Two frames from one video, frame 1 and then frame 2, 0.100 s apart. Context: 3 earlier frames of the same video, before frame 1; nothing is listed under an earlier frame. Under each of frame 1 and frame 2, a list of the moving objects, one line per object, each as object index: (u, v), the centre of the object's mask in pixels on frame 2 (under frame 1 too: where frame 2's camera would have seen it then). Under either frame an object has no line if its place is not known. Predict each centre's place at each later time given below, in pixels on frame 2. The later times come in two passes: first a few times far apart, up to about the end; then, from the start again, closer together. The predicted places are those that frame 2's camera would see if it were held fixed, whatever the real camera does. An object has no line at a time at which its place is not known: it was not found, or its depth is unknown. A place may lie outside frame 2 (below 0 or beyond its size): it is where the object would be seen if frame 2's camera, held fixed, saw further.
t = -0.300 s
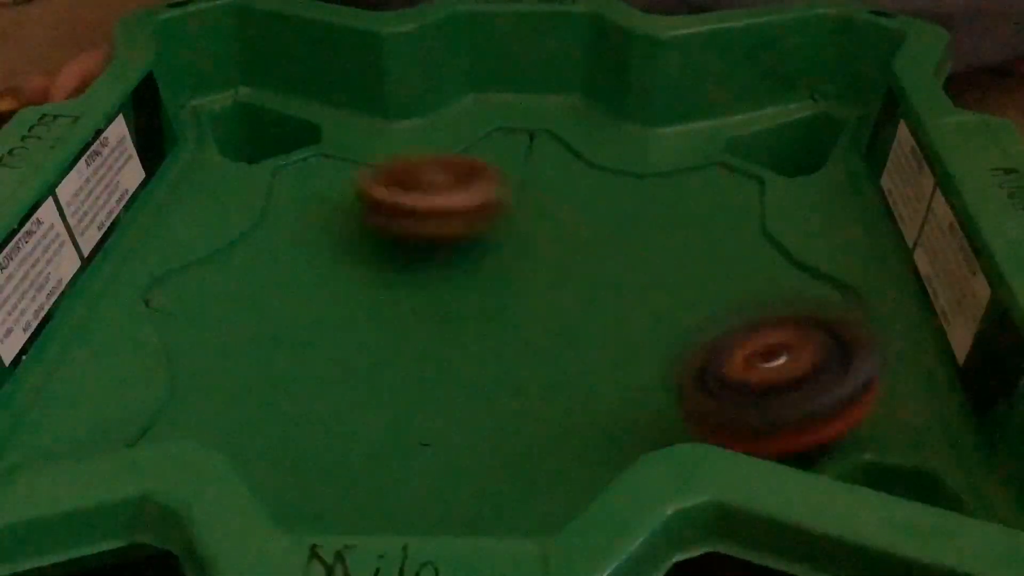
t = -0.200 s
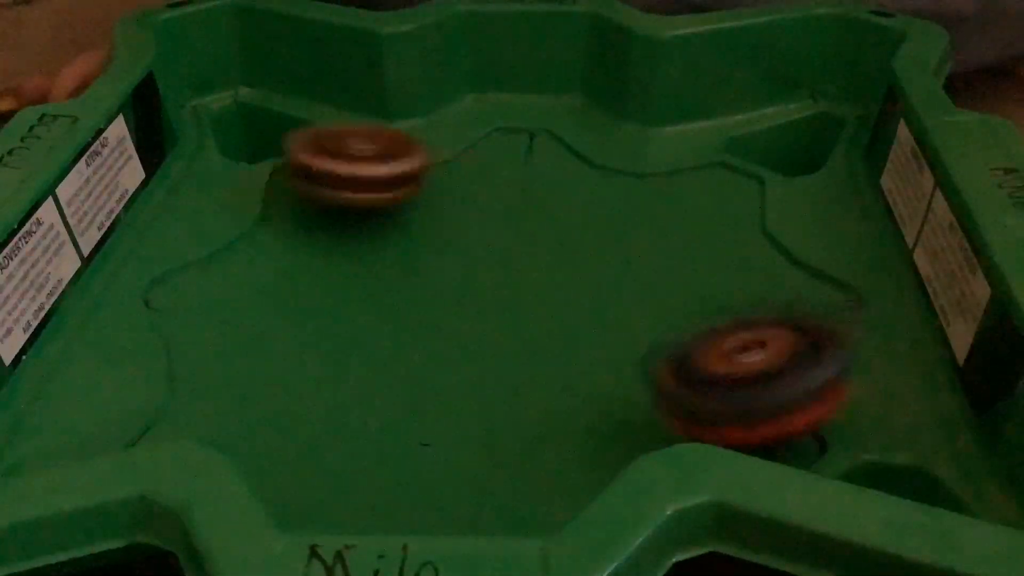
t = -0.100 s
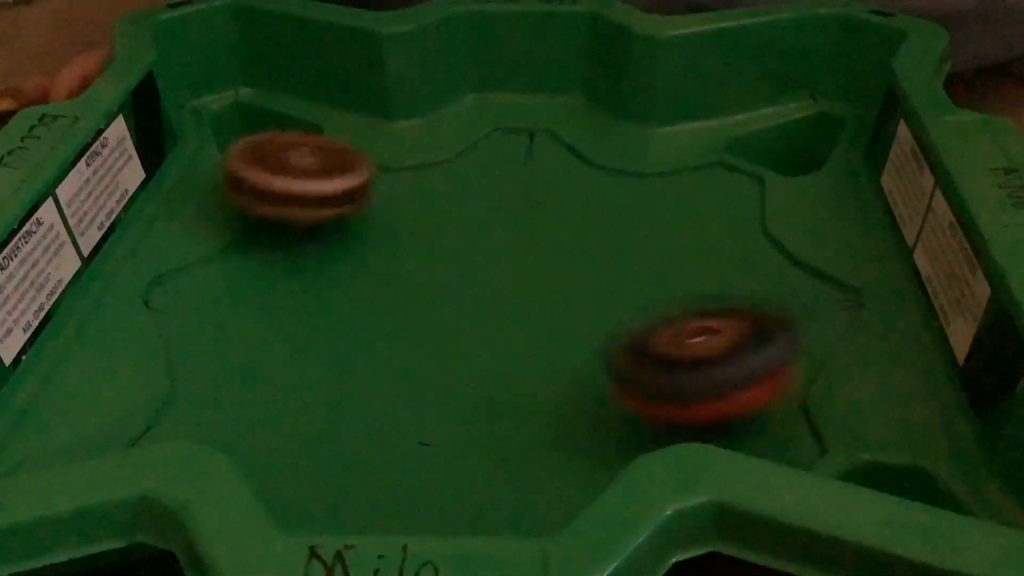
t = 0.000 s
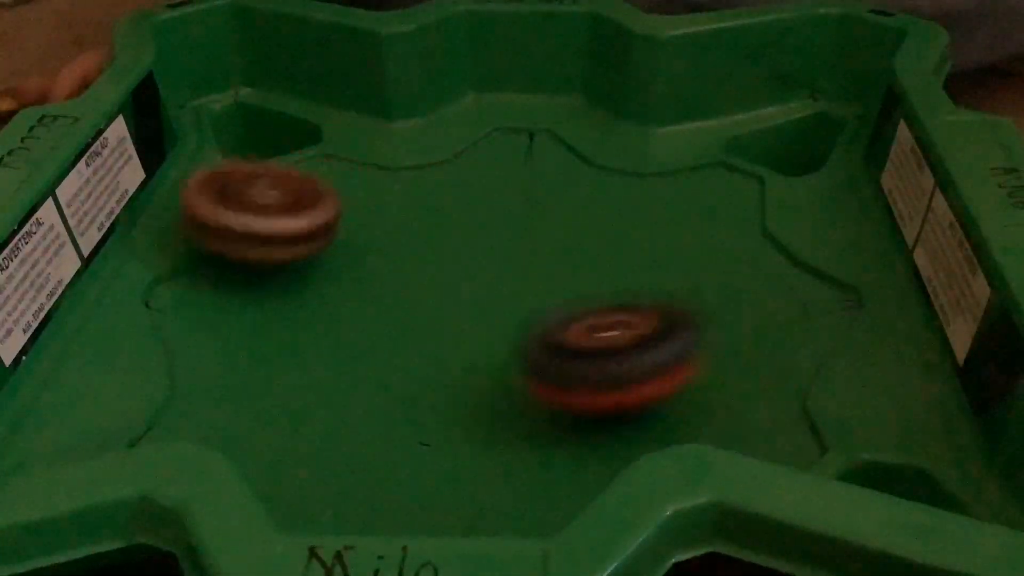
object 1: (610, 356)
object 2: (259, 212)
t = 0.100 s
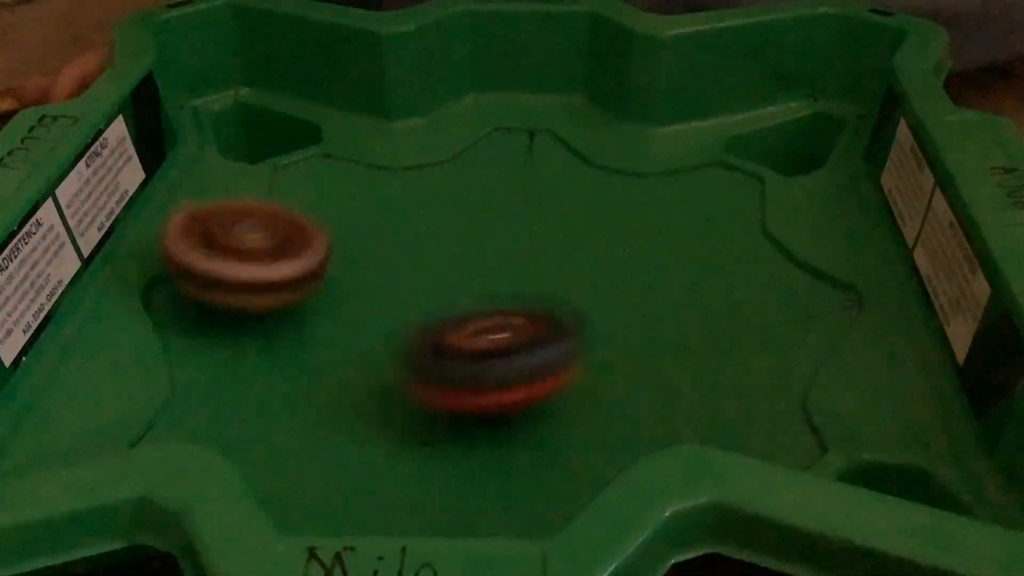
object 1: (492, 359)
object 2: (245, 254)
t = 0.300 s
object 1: (302, 414)
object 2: (240, 282)
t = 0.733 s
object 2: (399, 235)
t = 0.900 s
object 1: (487, 380)
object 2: (452, 249)
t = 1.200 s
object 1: (395, 363)
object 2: (546, 219)
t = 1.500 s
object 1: (401, 342)
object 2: (550, 249)
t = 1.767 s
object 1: (366, 308)
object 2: (622, 286)
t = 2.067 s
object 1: (400, 310)
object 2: (634, 317)
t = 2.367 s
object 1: (415, 248)
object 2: (578, 365)
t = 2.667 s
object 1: (396, 276)
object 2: (472, 376)
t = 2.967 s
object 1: (487, 237)
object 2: (363, 375)
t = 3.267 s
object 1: (529, 237)
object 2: (318, 330)
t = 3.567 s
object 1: (567, 297)
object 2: (364, 292)
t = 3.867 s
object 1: (581, 330)
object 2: (438, 267)
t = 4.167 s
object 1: (516, 361)
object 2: (531, 244)
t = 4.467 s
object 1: (452, 381)
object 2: (613, 259)
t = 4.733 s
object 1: (400, 338)
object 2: (592, 286)
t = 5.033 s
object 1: (381, 287)
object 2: (556, 320)
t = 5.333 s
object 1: (384, 217)
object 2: (503, 370)
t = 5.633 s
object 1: (411, 220)
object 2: (378, 362)
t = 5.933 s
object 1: (559, 286)
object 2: (311, 317)
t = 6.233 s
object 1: (649, 332)
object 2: (333, 273)
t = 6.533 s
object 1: (560, 350)
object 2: (427, 254)
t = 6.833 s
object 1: (393, 384)
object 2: (541, 246)
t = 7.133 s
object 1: (317, 360)
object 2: (622, 268)
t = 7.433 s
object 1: (374, 297)
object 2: (629, 310)
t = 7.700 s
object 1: (465, 255)
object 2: (557, 347)
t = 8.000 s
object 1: (578, 250)
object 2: (436, 350)
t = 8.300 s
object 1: (604, 289)
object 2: (349, 316)
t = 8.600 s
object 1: (545, 337)
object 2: (345, 276)
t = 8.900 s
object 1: (434, 359)
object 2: (408, 241)
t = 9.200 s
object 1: (380, 329)
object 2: (504, 243)
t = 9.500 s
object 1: (403, 296)
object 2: (595, 273)
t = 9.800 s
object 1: (466, 276)
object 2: (622, 320)
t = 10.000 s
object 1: (480, 272)
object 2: (582, 350)
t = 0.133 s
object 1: (452, 362)
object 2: (243, 267)
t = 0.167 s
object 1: (414, 366)
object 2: (246, 278)
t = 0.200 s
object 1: (379, 371)
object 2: (246, 286)
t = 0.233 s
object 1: (353, 387)
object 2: (242, 283)
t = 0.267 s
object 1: (323, 401)
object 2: (239, 283)
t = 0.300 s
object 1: (302, 414)
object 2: (240, 282)
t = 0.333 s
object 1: (287, 425)
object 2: (241, 283)
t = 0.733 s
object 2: (399, 235)
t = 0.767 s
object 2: (411, 237)
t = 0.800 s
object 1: (457, 429)
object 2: (423, 239)
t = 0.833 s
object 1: (472, 416)
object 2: (433, 242)
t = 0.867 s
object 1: (483, 400)
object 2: (442, 246)
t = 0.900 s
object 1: (487, 380)
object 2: (452, 249)
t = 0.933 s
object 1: (485, 361)
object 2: (461, 249)
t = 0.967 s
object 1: (475, 352)
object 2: (474, 246)
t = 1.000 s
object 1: (463, 351)
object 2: (488, 236)
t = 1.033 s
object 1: (448, 354)
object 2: (502, 232)
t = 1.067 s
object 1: (433, 358)
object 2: (516, 228)
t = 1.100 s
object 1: (420, 360)
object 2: (526, 224)
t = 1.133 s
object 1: (409, 361)
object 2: (534, 222)
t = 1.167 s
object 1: (401, 363)
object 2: (542, 220)
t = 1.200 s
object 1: (395, 363)
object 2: (546, 219)
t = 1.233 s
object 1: (390, 364)
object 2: (548, 220)
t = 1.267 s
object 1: (387, 364)
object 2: (549, 221)
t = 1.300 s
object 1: (386, 362)
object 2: (549, 223)
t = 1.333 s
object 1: (385, 362)
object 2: (548, 226)
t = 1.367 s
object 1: (387, 361)
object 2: (548, 229)
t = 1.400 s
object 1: (392, 357)
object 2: (548, 234)
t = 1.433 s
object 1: (395, 354)
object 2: (548, 239)
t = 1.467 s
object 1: (396, 349)
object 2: (549, 244)
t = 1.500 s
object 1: (401, 342)
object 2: (550, 249)
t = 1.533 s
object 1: (408, 334)
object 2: (553, 256)
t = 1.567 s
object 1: (413, 328)
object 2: (557, 261)
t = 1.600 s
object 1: (412, 321)
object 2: (565, 267)
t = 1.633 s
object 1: (401, 318)
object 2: (578, 270)
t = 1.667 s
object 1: (389, 314)
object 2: (592, 275)
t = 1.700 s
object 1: (379, 310)
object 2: (604, 279)
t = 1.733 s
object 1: (372, 308)
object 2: (613, 282)
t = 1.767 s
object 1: (366, 308)
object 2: (622, 286)
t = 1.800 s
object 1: (358, 305)
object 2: (631, 289)
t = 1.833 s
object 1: (355, 307)
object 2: (637, 292)
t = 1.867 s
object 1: (353, 308)
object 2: (641, 295)
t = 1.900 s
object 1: (354, 307)
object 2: (643, 298)
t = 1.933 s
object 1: (359, 310)
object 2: (644, 302)
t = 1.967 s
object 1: (364, 311)
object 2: (644, 304)
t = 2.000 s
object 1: (373, 313)
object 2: (641, 308)
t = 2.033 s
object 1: (387, 313)
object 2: (639, 312)
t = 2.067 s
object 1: (400, 310)
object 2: (634, 317)
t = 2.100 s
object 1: (414, 308)
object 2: (629, 320)
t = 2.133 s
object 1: (429, 306)
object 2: (621, 324)
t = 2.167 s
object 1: (442, 301)
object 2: (615, 327)
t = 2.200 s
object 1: (451, 293)
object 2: (615, 333)
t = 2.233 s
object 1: (448, 281)
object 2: (614, 341)
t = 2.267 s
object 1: (441, 271)
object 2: (607, 349)
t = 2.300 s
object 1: (433, 262)
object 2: (598, 355)
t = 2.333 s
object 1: (426, 255)
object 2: (590, 360)
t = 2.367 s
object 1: (415, 248)
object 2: (578, 365)
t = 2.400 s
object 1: (405, 244)
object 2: (568, 367)
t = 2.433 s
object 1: (396, 241)
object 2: (557, 371)
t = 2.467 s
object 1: (391, 241)
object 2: (547, 372)
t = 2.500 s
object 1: (384, 242)
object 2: (536, 374)
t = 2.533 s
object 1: (379, 247)
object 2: (525, 375)
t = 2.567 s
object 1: (379, 254)
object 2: (511, 376)
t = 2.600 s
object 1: (381, 260)
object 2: (498, 376)
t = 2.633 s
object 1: (387, 270)
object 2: (485, 376)
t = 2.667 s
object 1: (396, 276)
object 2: (472, 376)
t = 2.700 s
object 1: (409, 280)
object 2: (460, 376)
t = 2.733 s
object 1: (423, 278)
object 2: (447, 383)
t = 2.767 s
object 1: (434, 272)
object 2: (434, 387)
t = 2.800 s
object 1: (447, 266)
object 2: (421, 389)
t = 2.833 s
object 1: (457, 257)
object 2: (410, 387)
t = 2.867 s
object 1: (463, 253)
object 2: (398, 385)
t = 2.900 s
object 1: (474, 246)
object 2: (384, 382)
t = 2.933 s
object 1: (481, 241)
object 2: (373, 379)
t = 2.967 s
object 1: (487, 237)
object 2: (363, 375)
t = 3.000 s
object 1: (495, 233)
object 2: (353, 370)
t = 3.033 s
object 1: (503, 231)
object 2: (344, 365)
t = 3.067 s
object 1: (506, 231)
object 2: (336, 360)
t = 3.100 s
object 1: (511, 230)
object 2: (329, 355)
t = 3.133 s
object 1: (516, 230)
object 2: (324, 349)
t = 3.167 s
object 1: (518, 229)
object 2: (321, 344)
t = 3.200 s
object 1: (521, 234)
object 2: (318, 339)
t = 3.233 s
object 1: (527, 234)
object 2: (318, 334)
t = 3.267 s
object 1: (529, 237)
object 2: (318, 330)
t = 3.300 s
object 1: (535, 243)
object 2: (321, 324)
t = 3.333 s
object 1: (539, 252)
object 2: (324, 320)
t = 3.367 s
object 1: (541, 259)
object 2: (328, 315)
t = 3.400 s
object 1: (547, 266)
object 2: (332, 310)
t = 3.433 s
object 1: (551, 272)
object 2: (338, 306)
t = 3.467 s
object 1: (555, 279)
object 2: (343, 302)
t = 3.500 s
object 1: (560, 286)
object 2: (350, 298)
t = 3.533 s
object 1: (564, 291)
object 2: (357, 295)
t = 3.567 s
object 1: (567, 297)
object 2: (364, 292)
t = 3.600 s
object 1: (572, 303)
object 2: (374, 289)
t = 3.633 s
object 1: (576, 307)
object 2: (381, 285)
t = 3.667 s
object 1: (578, 312)
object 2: (390, 283)
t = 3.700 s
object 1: (582, 316)
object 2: (398, 281)
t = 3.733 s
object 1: (584, 320)
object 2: (406, 279)
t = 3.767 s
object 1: (584, 324)
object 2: (415, 276)
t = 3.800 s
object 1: (586, 326)
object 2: (423, 273)
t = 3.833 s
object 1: (583, 328)
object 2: (432, 271)
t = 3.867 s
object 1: (581, 330)
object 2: (438, 267)
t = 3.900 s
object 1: (576, 331)
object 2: (446, 264)
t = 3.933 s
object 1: (567, 334)
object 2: (454, 260)
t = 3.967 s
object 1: (564, 337)
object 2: (461, 256)
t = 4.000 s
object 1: (558, 340)
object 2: (471, 251)
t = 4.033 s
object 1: (550, 343)
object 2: (480, 249)
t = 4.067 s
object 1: (543, 345)
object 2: (491, 247)
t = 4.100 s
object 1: (532, 347)
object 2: (503, 245)
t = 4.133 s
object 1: (525, 353)
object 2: (516, 242)
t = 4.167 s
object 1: (516, 361)
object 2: (531, 244)
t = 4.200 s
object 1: (507, 369)
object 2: (545, 244)
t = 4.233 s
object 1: (502, 375)
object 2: (557, 246)
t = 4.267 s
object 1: (492, 379)
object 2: (569, 248)
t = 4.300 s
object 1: (486, 383)
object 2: (581, 250)
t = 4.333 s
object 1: (478, 387)
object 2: (591, 251)
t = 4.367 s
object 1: (470, 386)
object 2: (599, 252)
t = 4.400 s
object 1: (465, 385)
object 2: (606, 254)
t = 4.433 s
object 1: (456, 384)
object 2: (610, 256)
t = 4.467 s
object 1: (452, 381)
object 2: (613, 259)
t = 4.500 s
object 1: (447, 377)
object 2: (614, 261)
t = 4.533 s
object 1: (440, 375)
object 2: (613, 265)
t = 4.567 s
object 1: (434, 368)
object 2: (611, 269)
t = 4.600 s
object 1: (427, 364)
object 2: (609, 271)
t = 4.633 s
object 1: (420, 359)
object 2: (605, 276)
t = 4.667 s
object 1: (412, 353)
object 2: (601, 279)
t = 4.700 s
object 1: (407, 345)
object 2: (596, 282)
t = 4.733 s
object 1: (400, 338)
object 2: (592, 286)
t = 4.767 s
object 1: (395, 332)
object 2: (587, 289)
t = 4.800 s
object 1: (391, 325)
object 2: (583, 293)
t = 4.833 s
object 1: (389, 318)
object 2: (579, 297)
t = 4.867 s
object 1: (385, 312)
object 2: (575, 300)
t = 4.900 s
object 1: (382, 308)
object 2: (572, 304)
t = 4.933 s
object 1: (382, 300)
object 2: (569, 308)
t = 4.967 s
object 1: (379, 296)
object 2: (565, 313)
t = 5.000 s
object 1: (380, 291)
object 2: (561, 316)
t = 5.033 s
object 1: (381, 287)
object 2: (556, 320)
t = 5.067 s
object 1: (383, 283)
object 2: (552, 322)
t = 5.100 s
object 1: (387, 279)
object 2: (546, 325)
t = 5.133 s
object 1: (393, 278)
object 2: (539, 329)
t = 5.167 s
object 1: (399, 275)
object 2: (533, 331)
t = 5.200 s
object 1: (400, 260)
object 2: (536, 345)
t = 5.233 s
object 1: (394, 248)
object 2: (537, 357)
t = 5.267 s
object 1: (390, 235)
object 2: (530, 364)
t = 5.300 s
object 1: (385, 225)
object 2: (517, 368)
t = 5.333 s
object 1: (384, 217)
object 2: (503, 370)
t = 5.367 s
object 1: (382, 210)
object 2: (489, 371)
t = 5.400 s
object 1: (380, 203)
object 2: (474, 373)
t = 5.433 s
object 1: (378, 201)
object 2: (459, 373)
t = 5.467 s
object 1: (379, 199)
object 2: (445, 372)
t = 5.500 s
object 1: (379, 200)
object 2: (432, 371)
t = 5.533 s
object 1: (385, 202)
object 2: (418, 371)
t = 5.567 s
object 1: (390, 207)
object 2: (404, 367)
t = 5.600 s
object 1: (399, 213)
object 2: (391, 365)
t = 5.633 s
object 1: (411, 220)
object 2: (378, 362)
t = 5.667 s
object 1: (425, 228)
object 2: (365, 358)
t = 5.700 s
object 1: (441, 235)
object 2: (355, 354)
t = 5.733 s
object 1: (458, 245)
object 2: (347, 349)
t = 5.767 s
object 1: (478, 253)
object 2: (337, 344)
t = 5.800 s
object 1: (495, 261)
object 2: (330, 339)
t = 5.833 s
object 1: (511, 267)
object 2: (323, 335)
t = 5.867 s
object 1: (531, 275)
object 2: (317, 329)
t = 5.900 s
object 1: (544, 281)
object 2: (312, 323)
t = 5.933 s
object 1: (559, 286)
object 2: (311, 317)
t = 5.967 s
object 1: (575, 291)
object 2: (309, 312)
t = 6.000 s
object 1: (588, 299)
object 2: (309, 307)
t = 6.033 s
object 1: (600, 305)
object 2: (309, 301)
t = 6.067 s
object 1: (612, 310)
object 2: (310, 295)
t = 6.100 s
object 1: (621, 315)
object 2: (312, 290)
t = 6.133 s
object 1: (632, 321)
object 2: (315, 286)
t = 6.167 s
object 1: (639, 325)
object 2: (320, 281)
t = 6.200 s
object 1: (647, 330)
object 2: (326, 277)
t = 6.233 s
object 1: (649, 332)
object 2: (333, 273)
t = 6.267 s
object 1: (653, 336)
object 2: (342, 270)
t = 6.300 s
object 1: (652, 338)
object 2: (351, 267)
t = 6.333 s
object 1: (649, 341)
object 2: (360, 264)
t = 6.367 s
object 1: (641, 344)
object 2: (370, 262)
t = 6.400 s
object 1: (629, 345)
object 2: (381, 260)
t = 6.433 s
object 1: (617, 345)
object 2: (392, 259)
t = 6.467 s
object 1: (595, 348)
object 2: (403, 257)
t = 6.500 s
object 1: (578, 348)
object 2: (415, 256)
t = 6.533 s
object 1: (560, 350)
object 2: (427, 254)
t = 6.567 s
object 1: (539, 351)
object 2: (438, 254)
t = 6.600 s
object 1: (519, 351)
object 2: (451, 252)
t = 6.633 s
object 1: (498, 352)
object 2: (465, 249)
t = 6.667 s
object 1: (476, 359)
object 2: (479, 245)
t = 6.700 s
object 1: (454, 368)
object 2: (492, 244)
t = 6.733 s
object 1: (437, 372)
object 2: (505, 243)
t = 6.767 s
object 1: (424, 377)
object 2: (517, 244)
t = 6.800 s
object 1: (409, 381)
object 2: (530, 244)
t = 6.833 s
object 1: (393, 384)
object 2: (541, 246)
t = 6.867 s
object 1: (377, 385)
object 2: (552, 247)
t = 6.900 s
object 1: (364, 383)
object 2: (562, 248)
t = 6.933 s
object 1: (351, 383)
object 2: (572, 251)
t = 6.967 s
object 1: (338, 381)
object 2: (583, 252)
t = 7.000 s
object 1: (331, 379)
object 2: (593, 255)
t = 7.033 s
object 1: (325, 377)
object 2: (602, 258)
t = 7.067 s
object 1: (321, 371)
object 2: (609, 261)
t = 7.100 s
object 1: (317, 367)
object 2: (616, 265)
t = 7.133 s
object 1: (317, 360)
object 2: (622, 268)
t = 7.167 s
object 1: (316, 354)
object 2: (627, 272)
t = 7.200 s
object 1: (318, 348)
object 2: (632, 276)
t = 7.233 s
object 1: (325, 340)
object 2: (636, 281)
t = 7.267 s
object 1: (329, 333)
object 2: (637, 285)
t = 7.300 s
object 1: (339, 326)
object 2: (637, 290)
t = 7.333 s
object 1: (349, 318)
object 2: (637, 294)
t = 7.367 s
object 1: (354, 312)
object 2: (635, 299)
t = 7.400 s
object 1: (362, 304)
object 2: (633, 304)
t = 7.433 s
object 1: (374, 297)
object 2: (629, 310)
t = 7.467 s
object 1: (383, 291)
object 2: (624, 314)
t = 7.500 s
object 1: (393, 284)
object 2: (617, 320)
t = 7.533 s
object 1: (406, 279)
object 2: (610, 325)
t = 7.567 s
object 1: (417, 275)
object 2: (602, 330)
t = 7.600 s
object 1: (429, 268)
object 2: (593, 335)
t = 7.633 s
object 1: (443, 263)
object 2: (583, 338)
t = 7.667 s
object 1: (452, 259)
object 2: (570, 342)
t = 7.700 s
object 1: (465, 255)
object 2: (557, 347)
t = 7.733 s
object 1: (478, 251)
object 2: (545, 349)
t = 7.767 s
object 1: (493, 249)
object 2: (532, 351)
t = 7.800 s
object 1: (508, 248)
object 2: (518, 353)
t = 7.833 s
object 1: (520, 247)
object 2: (504, 354)
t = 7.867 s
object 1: (534, 245)
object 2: (491, 354)
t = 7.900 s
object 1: (547, 245)
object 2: (477, 354)
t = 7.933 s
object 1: (556, 249)
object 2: (463, 354)
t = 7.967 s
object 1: (568, 247)
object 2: (450, 352)
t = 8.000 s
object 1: (578, 250)
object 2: (436, 350)
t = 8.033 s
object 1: (587, 251)
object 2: (423, 349)
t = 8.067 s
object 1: (597, 253)
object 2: (409, 346)
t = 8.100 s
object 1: (602, 255)
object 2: (398, 343)
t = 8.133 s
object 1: (605, 258)
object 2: (388, 339)
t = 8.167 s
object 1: (606, 263)
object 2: (379, 335)
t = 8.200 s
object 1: (608, 268)
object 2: (370, 331)
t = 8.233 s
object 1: (606, 273)
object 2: (362, 326)
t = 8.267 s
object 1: (605, 282)
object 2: (355, 321)
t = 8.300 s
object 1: (604, 289)
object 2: (349, 316)
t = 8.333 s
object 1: (600, 298)
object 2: (345, 311)
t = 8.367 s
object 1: (598, 304)
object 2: (341, 306)
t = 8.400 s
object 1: (595, 310)
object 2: (339, 300)
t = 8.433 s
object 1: (587, 317)
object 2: (337, 296)
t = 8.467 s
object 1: (581, 322)
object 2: (338, 292)
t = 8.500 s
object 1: (577, 325)
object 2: (338, 287)
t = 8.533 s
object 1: (563, 332)
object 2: (338, 283)
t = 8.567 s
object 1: (553, 335)
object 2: (341, 279)
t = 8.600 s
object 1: (545, 337)
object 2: (345, 276)
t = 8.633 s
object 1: (530, 343)
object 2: (350, 272)
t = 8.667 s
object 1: (517, 344)
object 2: (356, 269)
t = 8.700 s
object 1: (506, 346)
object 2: (363, 266)
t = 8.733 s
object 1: (490, 348)
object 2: (370, 263)
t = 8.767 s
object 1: (477, 347)
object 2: (376, 260)
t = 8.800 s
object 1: (464, 352)
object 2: (384, 253)
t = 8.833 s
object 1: (452, 357)
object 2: (392, 247)
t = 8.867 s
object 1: (440, 358)
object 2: (400, 243)
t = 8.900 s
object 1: (434, 359)
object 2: (408, 241)
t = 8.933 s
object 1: (423, 358)
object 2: (418, 238)
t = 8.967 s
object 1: (410, 356)
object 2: (428, 235)
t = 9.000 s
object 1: (403, 356)
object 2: (437, 238)
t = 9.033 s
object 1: (398, 352)
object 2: (448, 237)
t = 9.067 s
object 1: (387, 347)
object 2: (460, 237)
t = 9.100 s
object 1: (385, 343)
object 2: (471, 238)
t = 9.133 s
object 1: (381, 342)
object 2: (482, 240)
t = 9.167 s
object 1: (380, 336)
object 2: (493, 241)
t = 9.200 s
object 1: (380, 329)
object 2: (504, 243)
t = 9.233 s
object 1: (379, 325)
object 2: (514, 245)
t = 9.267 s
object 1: (381, 321)
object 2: (524, 248)
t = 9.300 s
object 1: (385, 315)
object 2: (534, 250)
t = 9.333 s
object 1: (394, 310)
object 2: (543, 253)
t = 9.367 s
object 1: (394, 306)
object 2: (558, 257)
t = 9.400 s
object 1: (394, 304)
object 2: (570, 260)
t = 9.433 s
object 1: (398, 301)
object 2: (579, 264)
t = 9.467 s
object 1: (399, 298)
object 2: (587, 269)
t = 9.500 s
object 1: (403, 296)
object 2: (595, 273)
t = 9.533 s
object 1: (411, 294)
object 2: (602, 277)
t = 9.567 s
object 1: (418, 295)
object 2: (608, 282)
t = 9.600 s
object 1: (424, 295)
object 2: (614, 286)
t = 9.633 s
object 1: (433, 292)
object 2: (617, 292)
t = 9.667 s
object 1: (448, 290)
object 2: (620, 296)
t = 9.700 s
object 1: (451, 285)
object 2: (627, 303)
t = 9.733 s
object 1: (456, 280)
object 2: (627, 309)
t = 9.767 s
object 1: (462, 280)
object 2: (625, 315)
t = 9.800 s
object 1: (466, 276)
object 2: (622, 320)
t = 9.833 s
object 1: (465, 275)
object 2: (618, 326)
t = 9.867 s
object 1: (467, 272)
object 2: (613, 330)
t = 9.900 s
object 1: (472, 272)
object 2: (607, 335)
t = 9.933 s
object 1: (475, 275)
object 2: (600, 340)
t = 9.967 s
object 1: (478, 274)
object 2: (592, 345)
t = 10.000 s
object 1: (480, 272)
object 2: (582, 350)
